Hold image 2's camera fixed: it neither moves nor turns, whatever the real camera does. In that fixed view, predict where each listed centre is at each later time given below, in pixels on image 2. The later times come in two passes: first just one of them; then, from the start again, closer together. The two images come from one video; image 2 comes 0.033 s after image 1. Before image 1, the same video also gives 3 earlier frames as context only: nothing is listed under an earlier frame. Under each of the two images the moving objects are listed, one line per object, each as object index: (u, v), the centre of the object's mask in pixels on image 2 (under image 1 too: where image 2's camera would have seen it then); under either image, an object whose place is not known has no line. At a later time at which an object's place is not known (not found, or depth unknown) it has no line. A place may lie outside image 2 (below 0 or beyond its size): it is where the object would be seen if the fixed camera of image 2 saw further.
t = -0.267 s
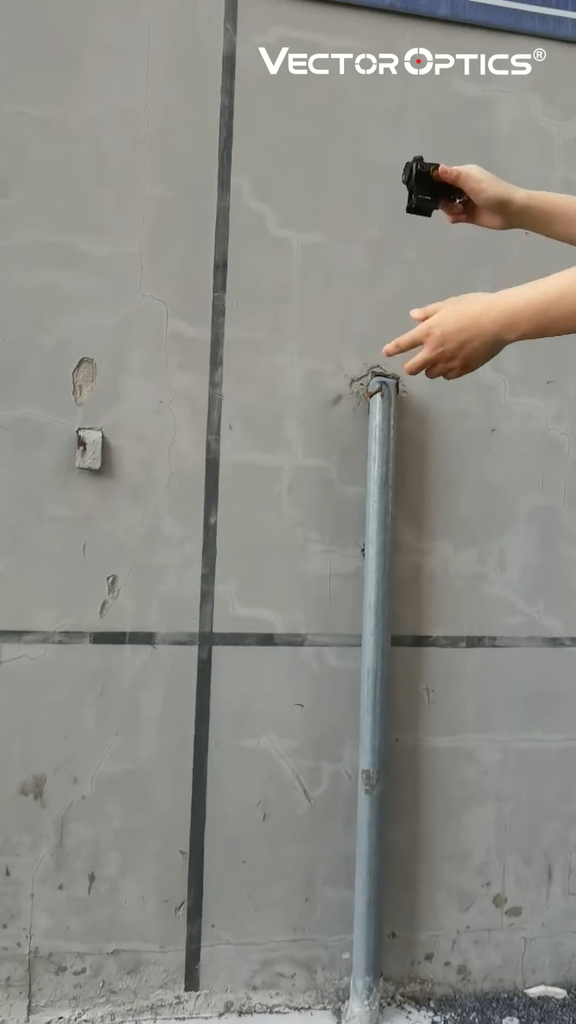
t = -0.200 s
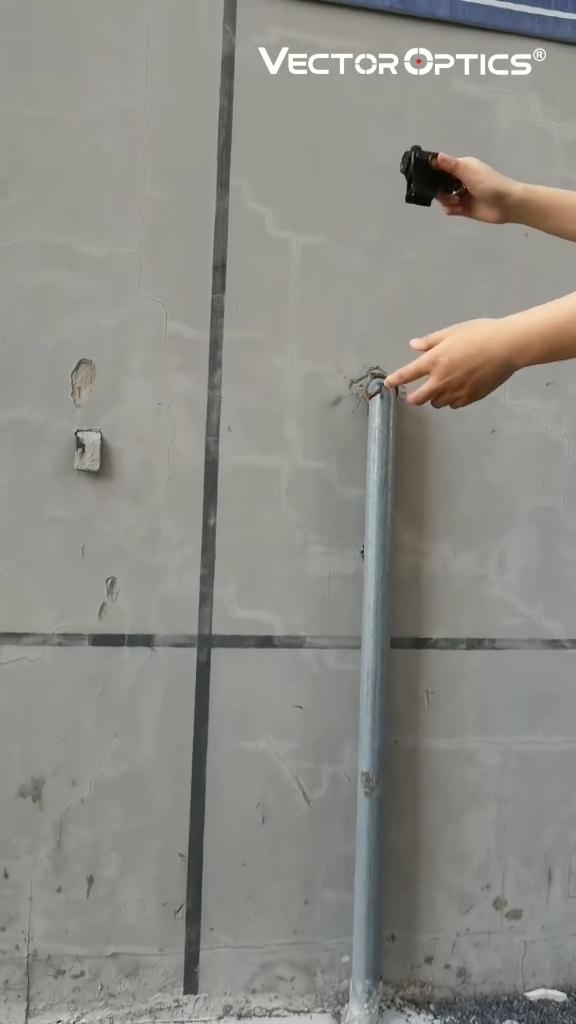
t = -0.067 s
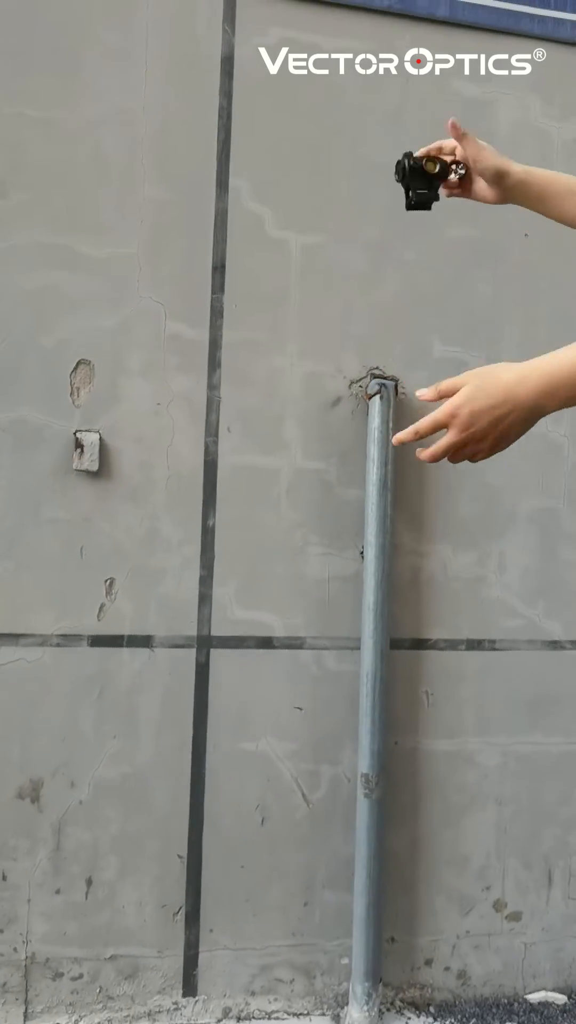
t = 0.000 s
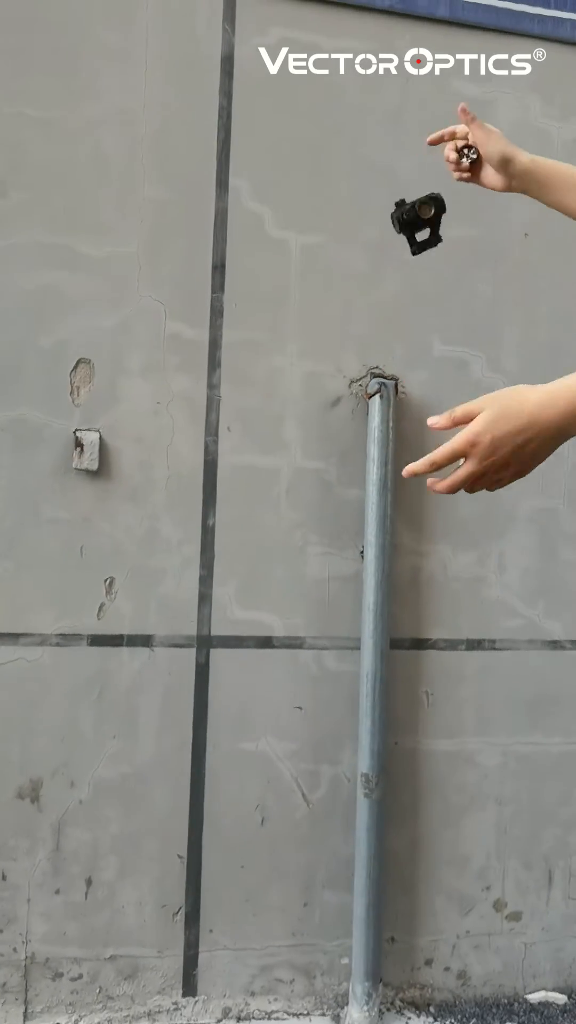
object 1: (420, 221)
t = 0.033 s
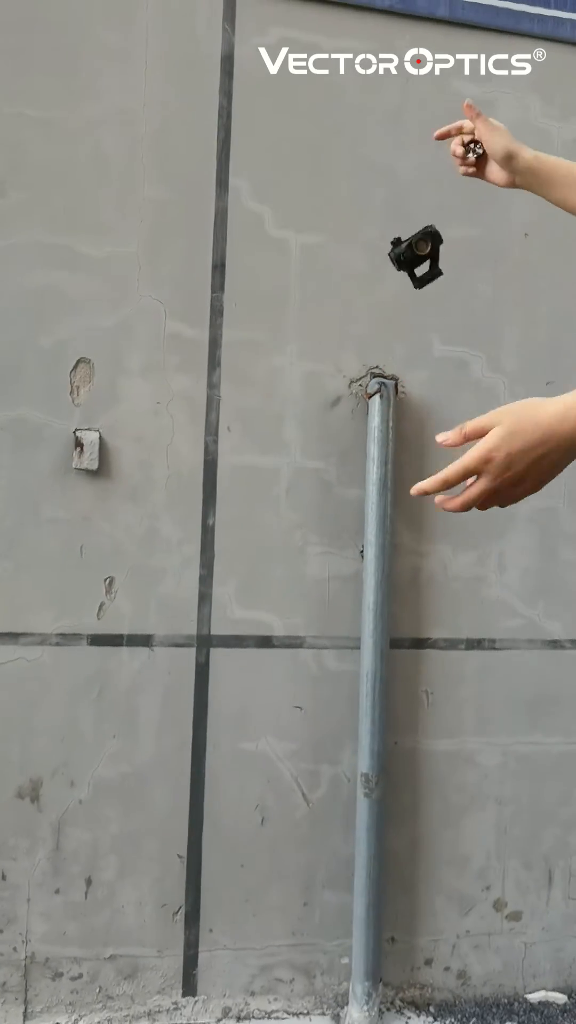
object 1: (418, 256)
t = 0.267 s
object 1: (397, 758)
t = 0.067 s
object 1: (417, 299)
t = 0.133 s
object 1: (412, 415)
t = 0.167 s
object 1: (409, 487)
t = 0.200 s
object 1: (405, 569)
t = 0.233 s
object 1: (402, 657)
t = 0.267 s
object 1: (397, 758)
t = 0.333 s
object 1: (387, 989)
